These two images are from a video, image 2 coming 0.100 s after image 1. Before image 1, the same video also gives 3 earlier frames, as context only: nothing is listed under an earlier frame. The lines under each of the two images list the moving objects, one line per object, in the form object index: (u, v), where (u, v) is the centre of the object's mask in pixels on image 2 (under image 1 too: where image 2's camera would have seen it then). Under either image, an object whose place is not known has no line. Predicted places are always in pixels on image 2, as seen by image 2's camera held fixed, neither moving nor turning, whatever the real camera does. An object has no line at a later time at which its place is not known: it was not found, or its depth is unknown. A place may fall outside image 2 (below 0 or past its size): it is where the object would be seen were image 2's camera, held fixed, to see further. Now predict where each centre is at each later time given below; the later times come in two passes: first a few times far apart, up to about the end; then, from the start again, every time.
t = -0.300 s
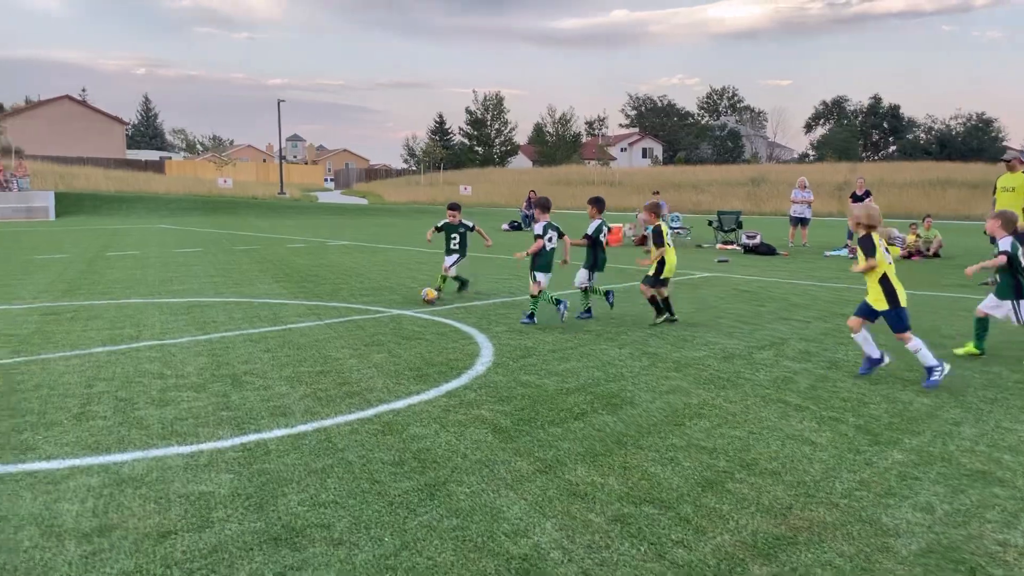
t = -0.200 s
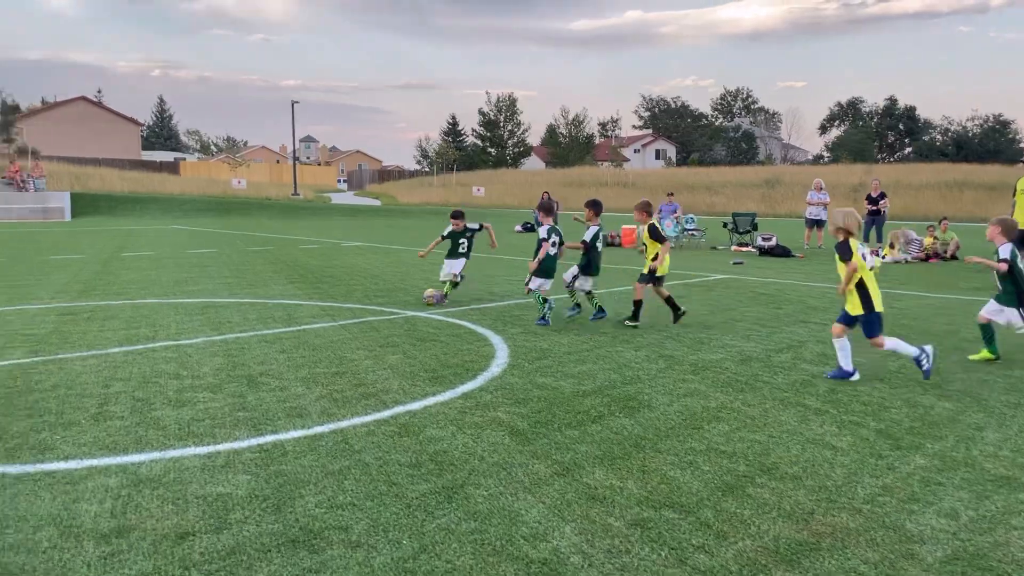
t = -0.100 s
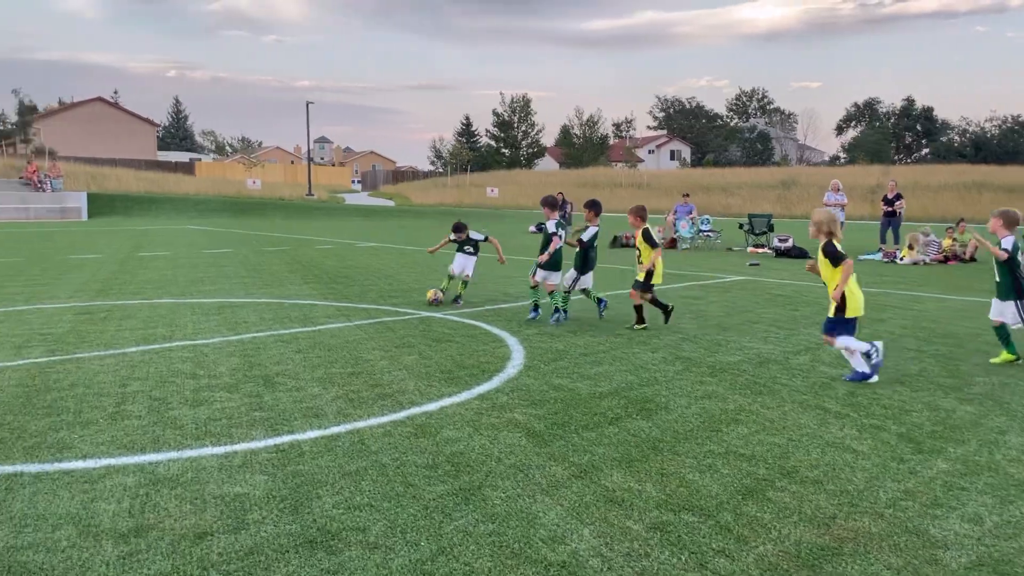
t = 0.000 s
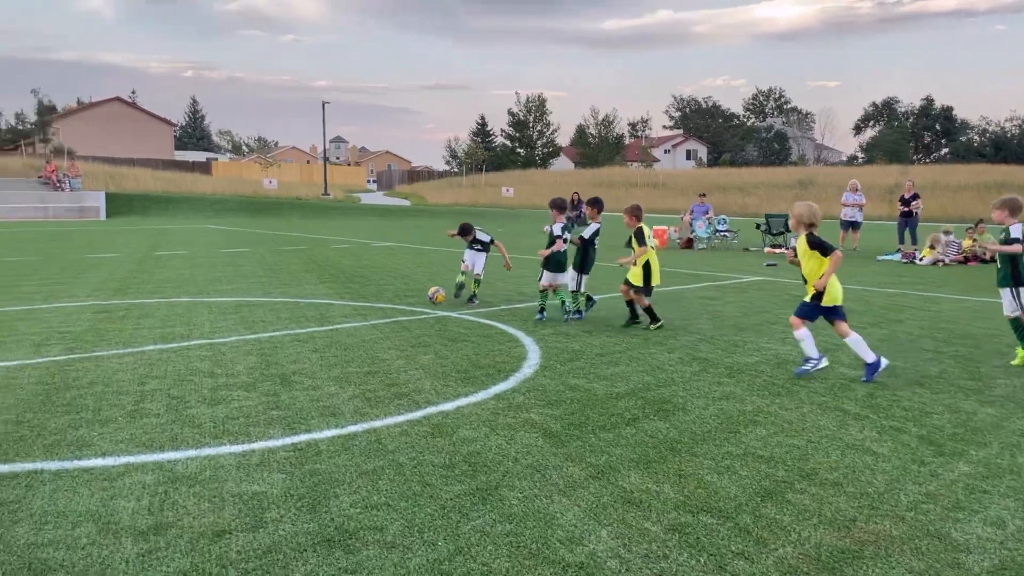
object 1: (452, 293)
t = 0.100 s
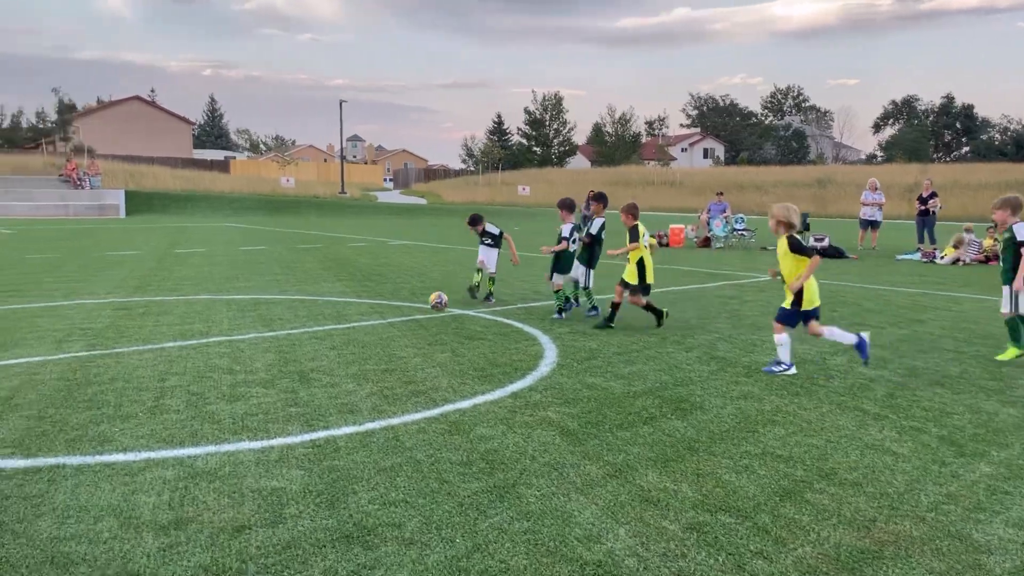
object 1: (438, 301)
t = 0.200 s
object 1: (421, 322)
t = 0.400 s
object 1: (382, 334)
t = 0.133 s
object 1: (433, 306)
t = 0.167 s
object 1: (427, 313)
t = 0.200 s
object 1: (421, 322)
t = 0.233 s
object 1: (415, 327)
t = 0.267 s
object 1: (409, 325)
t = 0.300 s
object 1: (403, 325)
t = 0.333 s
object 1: (397, 327)
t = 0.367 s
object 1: (390, 330)
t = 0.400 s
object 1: (382, 334)
